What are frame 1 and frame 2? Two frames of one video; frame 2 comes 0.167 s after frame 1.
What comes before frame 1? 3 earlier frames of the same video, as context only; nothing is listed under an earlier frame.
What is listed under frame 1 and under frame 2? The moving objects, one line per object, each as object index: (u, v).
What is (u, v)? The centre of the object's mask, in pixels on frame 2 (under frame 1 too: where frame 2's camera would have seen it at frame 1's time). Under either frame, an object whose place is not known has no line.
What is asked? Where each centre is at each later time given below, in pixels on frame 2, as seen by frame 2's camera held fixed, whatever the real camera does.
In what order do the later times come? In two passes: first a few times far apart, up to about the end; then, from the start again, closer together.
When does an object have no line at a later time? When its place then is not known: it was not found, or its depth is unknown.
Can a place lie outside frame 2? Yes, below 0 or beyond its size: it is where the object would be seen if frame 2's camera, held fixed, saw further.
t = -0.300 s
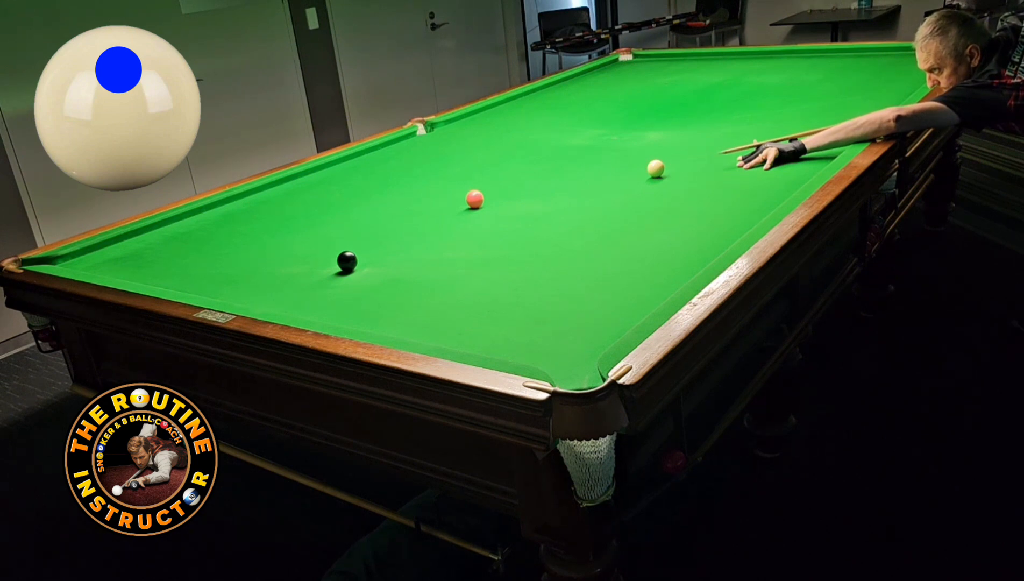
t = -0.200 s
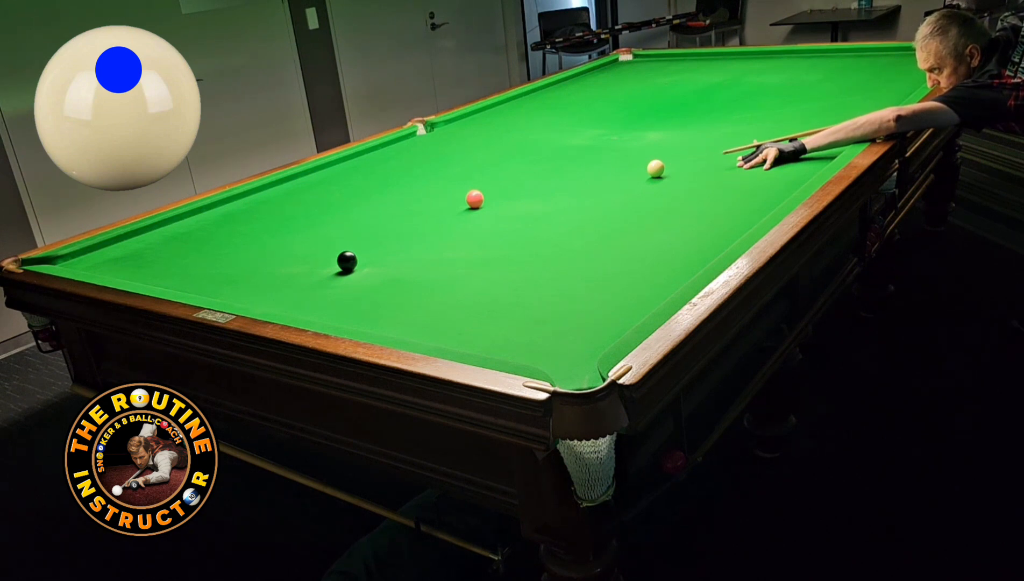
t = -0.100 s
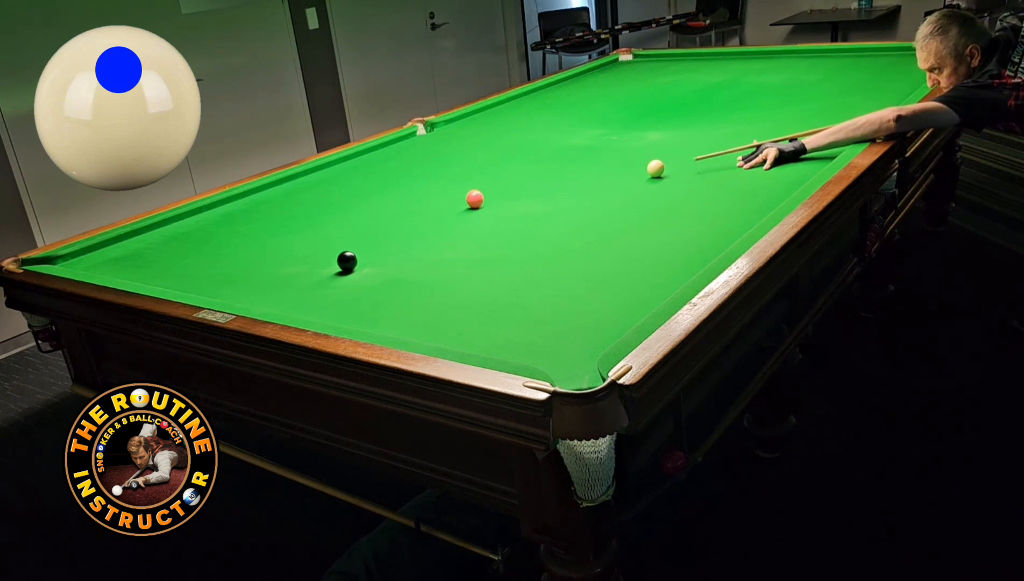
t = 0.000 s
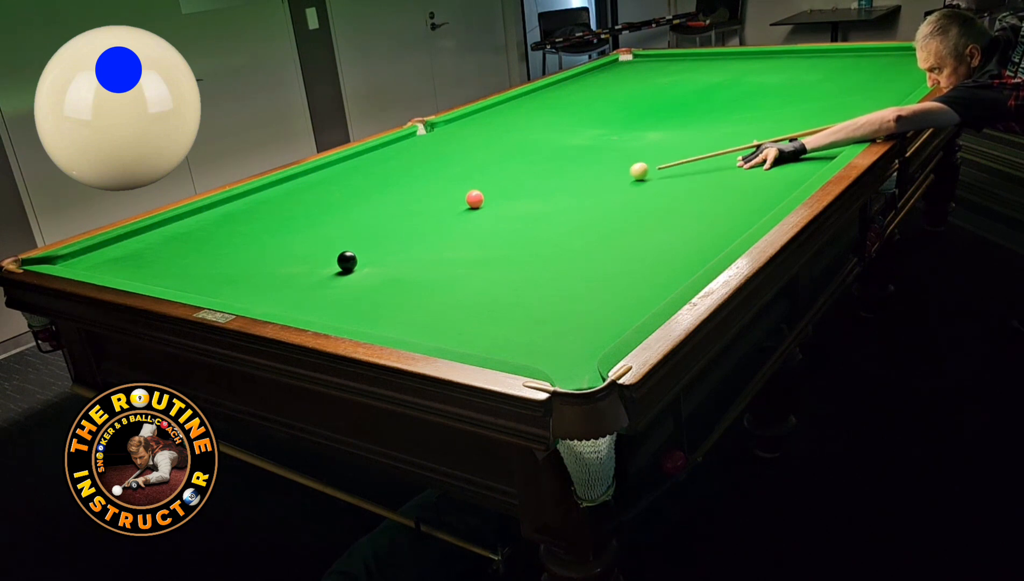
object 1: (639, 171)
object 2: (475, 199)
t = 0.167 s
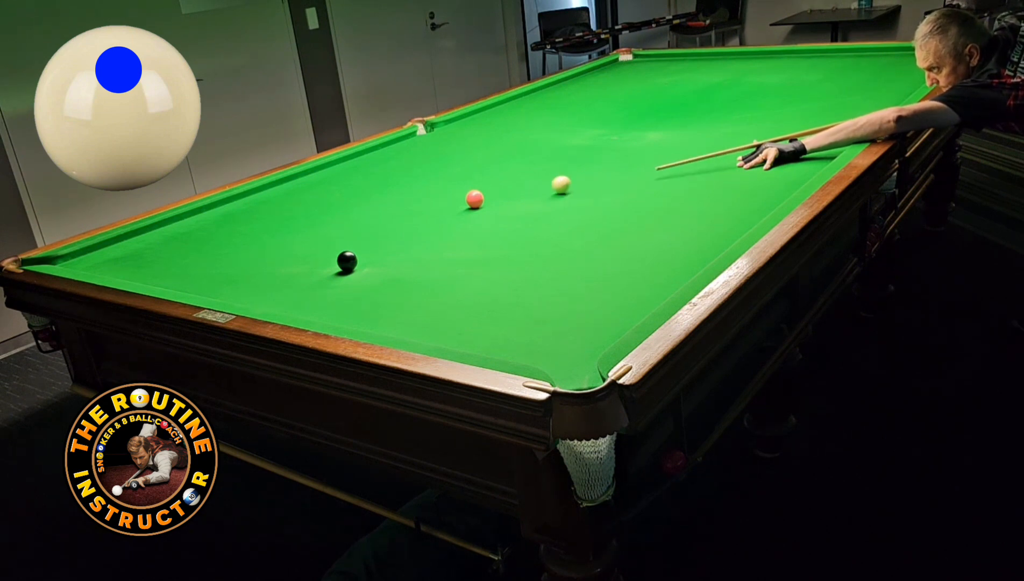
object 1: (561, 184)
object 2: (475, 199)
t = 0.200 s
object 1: (547, 186)
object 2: (475, 199)
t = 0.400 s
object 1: (489, 197)
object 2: (452, 202)
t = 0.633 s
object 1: (466, 201)
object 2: (387, 212)
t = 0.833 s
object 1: (447, 205)
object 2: (333, 220)
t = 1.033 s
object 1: (429, 208)
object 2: (280, 228)
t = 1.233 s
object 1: (412, 211)
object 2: (227, 236)
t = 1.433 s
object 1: (396, 214)
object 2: (176, 244)
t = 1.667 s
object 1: (379, 218)
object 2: (116, 252)
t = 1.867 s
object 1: (366, 220)
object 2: (67, 259)
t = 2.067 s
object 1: (354, 223)
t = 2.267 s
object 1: (343, 225)
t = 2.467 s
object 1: (334, 226)
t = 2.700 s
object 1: (325, 228)
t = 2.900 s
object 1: (319, 230)
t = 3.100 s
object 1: (315, 230)
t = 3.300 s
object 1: (311, 231)
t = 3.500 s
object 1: (309, 232)
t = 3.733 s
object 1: (309, 232)
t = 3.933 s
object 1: (309, 231)
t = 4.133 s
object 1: (309, 231)
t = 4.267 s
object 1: (305, 235)
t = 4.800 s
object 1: (311, 231)
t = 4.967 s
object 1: (308, 232)
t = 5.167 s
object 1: (309, 232)
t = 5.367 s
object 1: (309, 232)
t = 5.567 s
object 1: (309, 231)
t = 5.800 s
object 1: (309, 232)
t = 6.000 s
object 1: (309, 232)
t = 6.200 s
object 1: (309, 232)
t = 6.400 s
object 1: (309, 232)
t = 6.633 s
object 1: (308, 232)
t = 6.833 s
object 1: (308, 232)
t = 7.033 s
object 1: (309, 231)
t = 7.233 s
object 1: (308, 232)
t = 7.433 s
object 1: (309, 232)
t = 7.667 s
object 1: (308, 232)
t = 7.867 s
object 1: (308, 232)
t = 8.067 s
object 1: (309, 232)
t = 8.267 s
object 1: (309, 231)
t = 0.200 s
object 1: (547, 186)
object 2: (475, 199)
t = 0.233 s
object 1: (534, 188)
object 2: (475, 199)
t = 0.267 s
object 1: (520, 191)
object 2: (475, 199)
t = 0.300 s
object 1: (506, 193)
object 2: (475, 199)
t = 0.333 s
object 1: (493, 195)
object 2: (475, 199)
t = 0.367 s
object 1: (491, 196)
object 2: (463, 200)
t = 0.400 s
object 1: (489, 197)
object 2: (452, 202)
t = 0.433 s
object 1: (486, 197)
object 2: (441, 204)
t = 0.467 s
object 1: (483, 198)
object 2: (431, 206)
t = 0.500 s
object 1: (480, 198)
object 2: (422, 207)
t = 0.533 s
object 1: (476, 199)
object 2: (413, 208)
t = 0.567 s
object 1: (473, 200)
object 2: (404, 210)
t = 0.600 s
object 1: (470, 200)
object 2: (395, 211)
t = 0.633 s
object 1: (466, 201)
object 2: (387, 212)
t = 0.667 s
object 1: (463, 202)
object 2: (377, 214)
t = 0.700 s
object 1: (460, 202)
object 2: (368, 215)
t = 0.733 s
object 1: (456, 203)
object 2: (360, 216)
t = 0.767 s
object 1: (453, 204)
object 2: (350, 217)
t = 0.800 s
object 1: (450, 204)
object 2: (342, 219)
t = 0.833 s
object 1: (447, 205)
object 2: (333, 220)
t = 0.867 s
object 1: (444, 205)
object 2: (324, 222)
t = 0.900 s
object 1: (441, 206)
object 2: (315, 223)
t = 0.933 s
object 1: (438, 206)
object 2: (306, 224)
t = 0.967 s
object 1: (435, 207)
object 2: (297, 225)
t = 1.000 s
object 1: (431, 208)
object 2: (288, 227)
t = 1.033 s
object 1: (429, 208)
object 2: (280, 228)
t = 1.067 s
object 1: (426, 209)
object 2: (271, 229)
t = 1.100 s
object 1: (423, 209)
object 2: (262, 231)
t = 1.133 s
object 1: (420, 210)
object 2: (253, 232)
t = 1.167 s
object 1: (417, 211)
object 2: (245, 233)
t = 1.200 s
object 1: (414, 211)
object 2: (236, 235)
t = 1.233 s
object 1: (412, 211)
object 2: (227, 236)
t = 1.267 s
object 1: (409, 212)
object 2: (218, 237)
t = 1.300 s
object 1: (406, 213)
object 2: (210, 238)
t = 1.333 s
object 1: (403, 213)
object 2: (201, 240)
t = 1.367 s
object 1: (401, 214)
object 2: (193, 241)
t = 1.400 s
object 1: (398, 214)
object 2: (184, 242)
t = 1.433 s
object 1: (396, 214)
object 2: (176, 244)
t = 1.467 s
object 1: (393, 215)
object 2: (167, 245)
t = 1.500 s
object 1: (391, 216)
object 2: (158, 246)
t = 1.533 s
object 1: (388, 216)
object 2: (150, 248)
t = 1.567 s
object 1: (386, 216)
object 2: (142, 249)
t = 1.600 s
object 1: (383, 217)
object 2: (133, 250)
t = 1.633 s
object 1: (381, 217)
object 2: (125, 251)
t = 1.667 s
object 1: (379, 218)
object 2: (116, 252)
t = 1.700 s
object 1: (377, 218)
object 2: (108, 254)
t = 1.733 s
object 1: (374, 219)
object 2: (100, 255)
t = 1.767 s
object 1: (372, 219)
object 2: (91, 256)
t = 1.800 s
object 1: (370, 219)
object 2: (83, 258)
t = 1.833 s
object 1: (368, 220)
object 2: (75, 259)
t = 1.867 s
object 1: (366, 220)
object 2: (67, 259)
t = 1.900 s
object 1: (364, 221)
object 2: (59, 260)
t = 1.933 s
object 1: (362, 221)
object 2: (51, 260)
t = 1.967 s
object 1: (360, 221)
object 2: (43, 261)
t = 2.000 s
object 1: (358, 222)
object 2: (35, 263)
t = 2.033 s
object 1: (356, 222)
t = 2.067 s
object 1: (354, 223)
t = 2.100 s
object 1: (352, 223)
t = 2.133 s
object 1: (351, 223)
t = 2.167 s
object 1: (349, 224)
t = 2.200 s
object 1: (347, 224)
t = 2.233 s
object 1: (345, 224)
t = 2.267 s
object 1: (343, 225)
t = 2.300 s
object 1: (342, 225)
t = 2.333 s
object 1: (340, 225)
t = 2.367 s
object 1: (339, 225)
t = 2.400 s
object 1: (337, 226)
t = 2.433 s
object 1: (336, 226)
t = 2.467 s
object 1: (334, 226)
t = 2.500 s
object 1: (333, 227)
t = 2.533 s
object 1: (332, 227)
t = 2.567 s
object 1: (330, 227)
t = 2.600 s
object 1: (329, 228)
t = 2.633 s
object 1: (328, 228)
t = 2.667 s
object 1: (326, 228)
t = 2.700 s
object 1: (325, 228)
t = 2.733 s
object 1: (324, 229)
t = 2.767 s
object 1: (323, 229)
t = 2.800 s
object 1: (322, 229)
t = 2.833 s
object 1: (321, 229)
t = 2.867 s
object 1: (320, 230)
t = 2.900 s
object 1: (319, 230)
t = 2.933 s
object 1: (318, 230)
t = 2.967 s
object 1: (317, 230)
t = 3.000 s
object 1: (317, 230)
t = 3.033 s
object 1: (316, 230)
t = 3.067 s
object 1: (315, 230)
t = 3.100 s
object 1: (315, 230)
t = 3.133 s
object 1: (314, 231)
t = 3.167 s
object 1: (313, 231)
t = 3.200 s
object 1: (313, 231)
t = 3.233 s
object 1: (312, 231)
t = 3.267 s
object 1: (311, 231)
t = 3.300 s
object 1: (311, 231)
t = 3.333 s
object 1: (311, 231)
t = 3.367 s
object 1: (310, 231)
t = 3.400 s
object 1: (310, 231)
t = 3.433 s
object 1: (310, 231)
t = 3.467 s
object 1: (310, 231)
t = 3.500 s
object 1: (309, 232)
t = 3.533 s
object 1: (309, 232)
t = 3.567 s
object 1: (309, 231)
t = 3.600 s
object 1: (309, 231)
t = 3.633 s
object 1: (309, 232)
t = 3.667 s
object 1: (309, 232)
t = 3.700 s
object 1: (309, 232)
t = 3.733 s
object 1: (309, 232)
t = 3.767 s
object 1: (309, 231)
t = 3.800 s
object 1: (309, 232)
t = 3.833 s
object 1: (309, 231)
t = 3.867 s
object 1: (309, 232)
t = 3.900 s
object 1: (309, 232)
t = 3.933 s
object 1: (309, 231)
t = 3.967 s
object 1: (309, 232)
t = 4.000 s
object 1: (309, 232)
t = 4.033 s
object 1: (309, 232)
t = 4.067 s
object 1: (309, 232)
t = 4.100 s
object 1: (307, 232)
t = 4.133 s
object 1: (309, 231)
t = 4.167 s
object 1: (309, 232)
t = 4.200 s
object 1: (309, 232)
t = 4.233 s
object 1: (309, 232)
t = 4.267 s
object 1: (305, 235)
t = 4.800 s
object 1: (311, 231)
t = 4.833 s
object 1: (309, 232)
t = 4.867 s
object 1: (308, 232)
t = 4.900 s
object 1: (308, 232)
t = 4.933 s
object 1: (308, 232)
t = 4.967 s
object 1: (308, 232)
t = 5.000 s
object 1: (309, 232)
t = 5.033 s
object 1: (309, 231)
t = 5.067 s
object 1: (309, 232)
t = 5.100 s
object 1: (309, 232)
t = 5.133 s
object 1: (309, 232)
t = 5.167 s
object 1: (309, 232)
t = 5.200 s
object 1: (309, 232)
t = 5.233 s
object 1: (309, 231)
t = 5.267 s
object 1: (309, 232)
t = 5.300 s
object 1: (309, 232)
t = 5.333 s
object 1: (309, 231)
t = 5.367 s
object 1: (309, 232)
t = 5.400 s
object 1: (309, 232)
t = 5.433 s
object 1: (309, 231)
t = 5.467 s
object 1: (309, 231)
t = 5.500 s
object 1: (309, 232)
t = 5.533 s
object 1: (309, 231)
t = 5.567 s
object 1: (309, 231)
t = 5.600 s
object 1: (309, 232)
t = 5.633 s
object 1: (309, 232)
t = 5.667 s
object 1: (309, 232)
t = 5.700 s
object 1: (309, 232)
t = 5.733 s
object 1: (309, 232)
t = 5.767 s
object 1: (309, 232)
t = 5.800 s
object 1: (309, 232)
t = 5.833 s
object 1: (309, 232)
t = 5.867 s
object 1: (309, 232)
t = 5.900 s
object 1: (309, 232)
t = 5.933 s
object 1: (309, 232)
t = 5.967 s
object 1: (309, 232)
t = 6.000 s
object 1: (309, 232)
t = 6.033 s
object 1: (309, 232)
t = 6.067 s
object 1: (309, 232)
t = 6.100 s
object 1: (309, 232)
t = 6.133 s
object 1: (309, 232)
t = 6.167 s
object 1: (309, 232)
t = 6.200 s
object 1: (309, 232)
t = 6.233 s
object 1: (309, 232)
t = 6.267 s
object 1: (309, 232)
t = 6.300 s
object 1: (309, 232)
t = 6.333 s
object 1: (309, 232)
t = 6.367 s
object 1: (309, 232)
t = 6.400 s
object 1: (309, 232)
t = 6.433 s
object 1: (309, 232)
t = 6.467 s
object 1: (309, 232)
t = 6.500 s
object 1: (308, 232)
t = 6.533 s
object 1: (308, 232)
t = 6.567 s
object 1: (308, 232)
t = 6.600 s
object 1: (308, 232)
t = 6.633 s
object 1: (308, 232)
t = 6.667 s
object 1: (308, 232)
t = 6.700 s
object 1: (309, 232)
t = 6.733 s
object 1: (308, 232)
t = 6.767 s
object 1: (308, 232)
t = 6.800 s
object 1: (309, 232)
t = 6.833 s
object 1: (308, 232)
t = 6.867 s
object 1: (308, 232)
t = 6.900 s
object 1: (308, 232)
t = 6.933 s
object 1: (309, 231)
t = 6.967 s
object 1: (308, 232)
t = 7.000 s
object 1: (308, 232)
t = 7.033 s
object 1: (309, 231)
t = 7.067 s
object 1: (308, 232)
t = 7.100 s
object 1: (308, 232)
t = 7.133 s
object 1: (308, 232)
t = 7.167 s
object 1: (308, 232)
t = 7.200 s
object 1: (308, 232)
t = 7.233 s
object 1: (308, 232)
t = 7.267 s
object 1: (309, 231)
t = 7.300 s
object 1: (308, 232)
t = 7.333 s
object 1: (308, 232)
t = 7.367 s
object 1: (308, 232)
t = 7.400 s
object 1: (308, 232)
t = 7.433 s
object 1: (309, 232)
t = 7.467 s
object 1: (309, 232)
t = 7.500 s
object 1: (309, 232)
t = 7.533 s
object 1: (309, 232)
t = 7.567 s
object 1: (309, 232)
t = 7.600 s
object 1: (309, 231)
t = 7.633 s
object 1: (309, 231)
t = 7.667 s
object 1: (308, 232)
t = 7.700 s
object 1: (308, 232)
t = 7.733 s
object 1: (308, 232)
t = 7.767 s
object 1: (309, 231)
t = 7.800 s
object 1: (308, 232)
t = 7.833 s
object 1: (308, 232)
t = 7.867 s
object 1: (308, 232)
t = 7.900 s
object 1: (308, 232)
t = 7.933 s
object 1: (308, 232)
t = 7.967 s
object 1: (309, 232)
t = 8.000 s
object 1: (309, 232)
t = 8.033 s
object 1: (309, 232)
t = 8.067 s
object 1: (309, 232)
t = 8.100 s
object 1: (309, 231)
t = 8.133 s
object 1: (308, 232)
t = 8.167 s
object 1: (309, 232)
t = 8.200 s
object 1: (308, 232)
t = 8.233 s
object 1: (309, 232)
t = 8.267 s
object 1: (309, 231)
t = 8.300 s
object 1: (308, 232)
